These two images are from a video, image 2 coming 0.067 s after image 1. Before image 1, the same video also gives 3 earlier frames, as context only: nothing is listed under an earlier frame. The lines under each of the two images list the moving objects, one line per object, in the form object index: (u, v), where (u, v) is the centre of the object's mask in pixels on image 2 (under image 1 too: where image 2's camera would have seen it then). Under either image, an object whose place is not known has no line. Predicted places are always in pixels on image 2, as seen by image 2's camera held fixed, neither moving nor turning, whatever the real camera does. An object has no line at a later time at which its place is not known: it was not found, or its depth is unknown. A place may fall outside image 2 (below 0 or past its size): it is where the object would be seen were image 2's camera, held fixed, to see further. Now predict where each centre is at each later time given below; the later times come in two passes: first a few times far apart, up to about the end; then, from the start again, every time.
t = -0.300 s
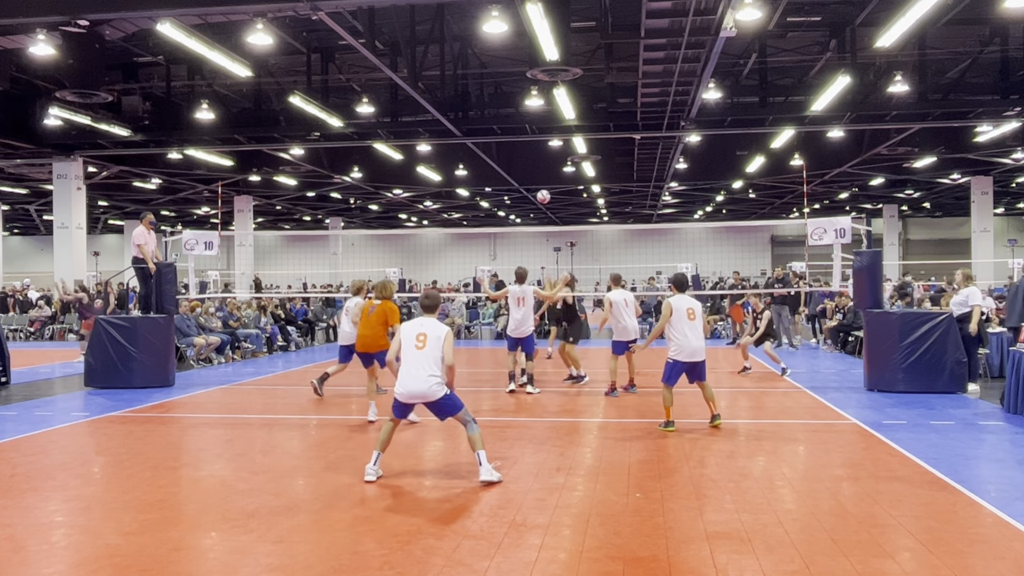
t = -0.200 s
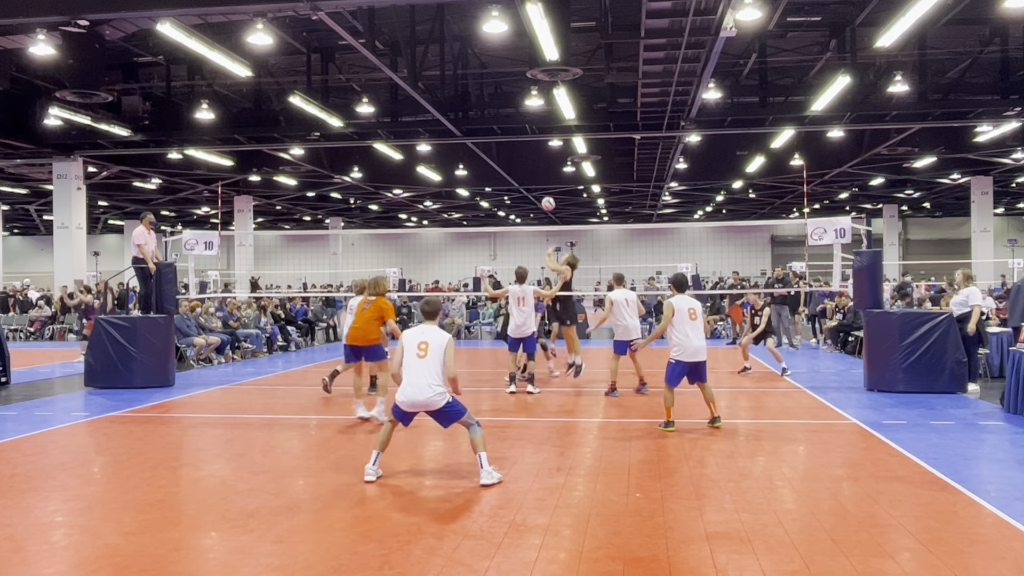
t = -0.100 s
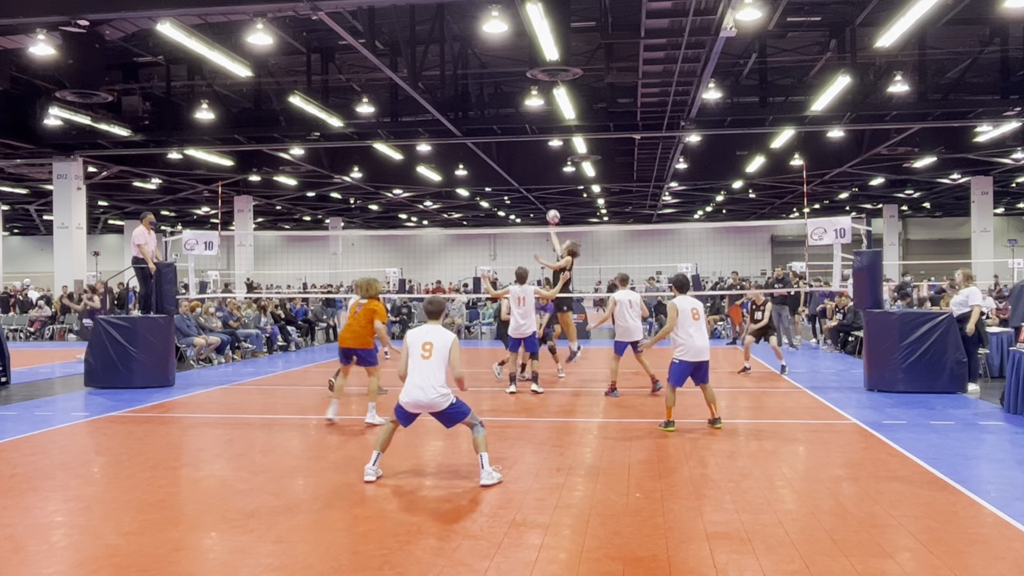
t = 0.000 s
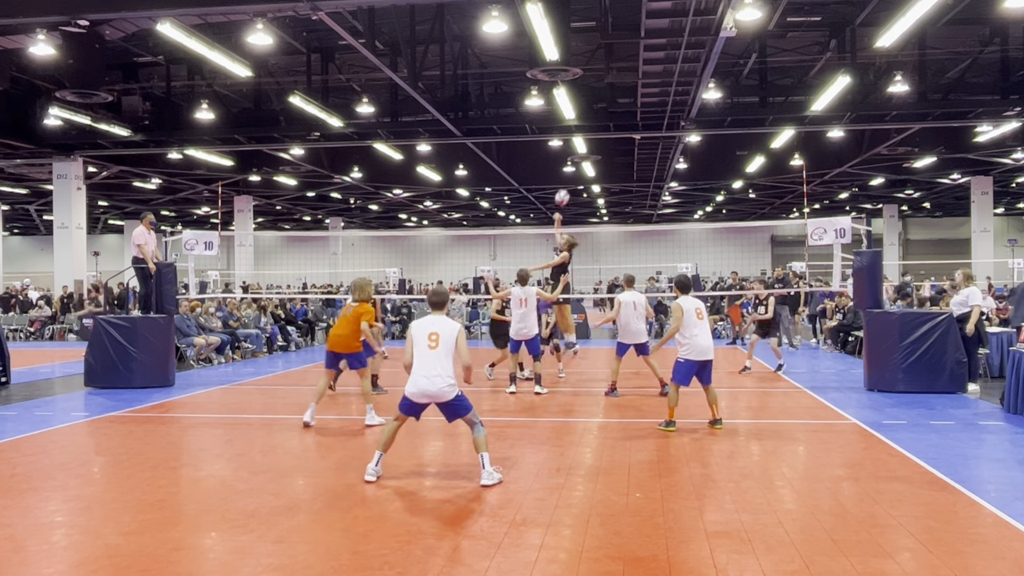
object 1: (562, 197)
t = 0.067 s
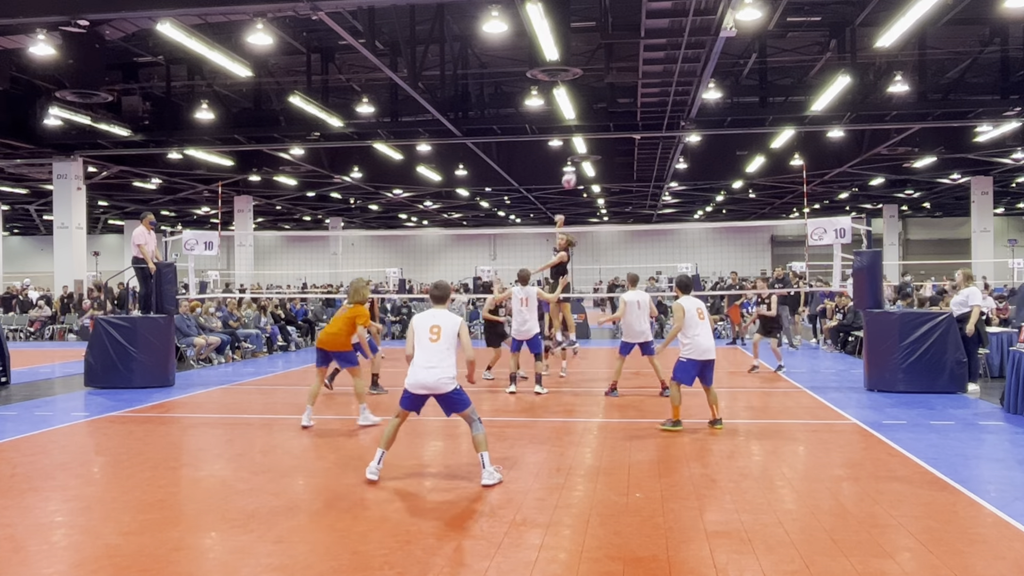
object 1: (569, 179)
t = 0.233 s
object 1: (589, 142)
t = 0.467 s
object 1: (617, 121)
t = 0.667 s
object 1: (648, 134)
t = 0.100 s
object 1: (573, 169)
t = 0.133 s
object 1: (576, 161)
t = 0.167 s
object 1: (580, 157)
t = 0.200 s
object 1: (585, 148)
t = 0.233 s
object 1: (589, 142)
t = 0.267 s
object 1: (592, 137)
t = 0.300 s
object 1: (596, 132)
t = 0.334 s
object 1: (600, 128)
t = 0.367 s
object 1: (604, 127)
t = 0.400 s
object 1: (608, 122)
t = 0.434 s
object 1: (613, 120)
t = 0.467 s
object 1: (617, 121)
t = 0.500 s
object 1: (622, 118)
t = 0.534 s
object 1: (627, 120)
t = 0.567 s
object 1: (632, 123)
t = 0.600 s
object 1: (637, 125)
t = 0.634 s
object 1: (642, 130)
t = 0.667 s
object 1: (648, 134)
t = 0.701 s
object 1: (654, 141)
